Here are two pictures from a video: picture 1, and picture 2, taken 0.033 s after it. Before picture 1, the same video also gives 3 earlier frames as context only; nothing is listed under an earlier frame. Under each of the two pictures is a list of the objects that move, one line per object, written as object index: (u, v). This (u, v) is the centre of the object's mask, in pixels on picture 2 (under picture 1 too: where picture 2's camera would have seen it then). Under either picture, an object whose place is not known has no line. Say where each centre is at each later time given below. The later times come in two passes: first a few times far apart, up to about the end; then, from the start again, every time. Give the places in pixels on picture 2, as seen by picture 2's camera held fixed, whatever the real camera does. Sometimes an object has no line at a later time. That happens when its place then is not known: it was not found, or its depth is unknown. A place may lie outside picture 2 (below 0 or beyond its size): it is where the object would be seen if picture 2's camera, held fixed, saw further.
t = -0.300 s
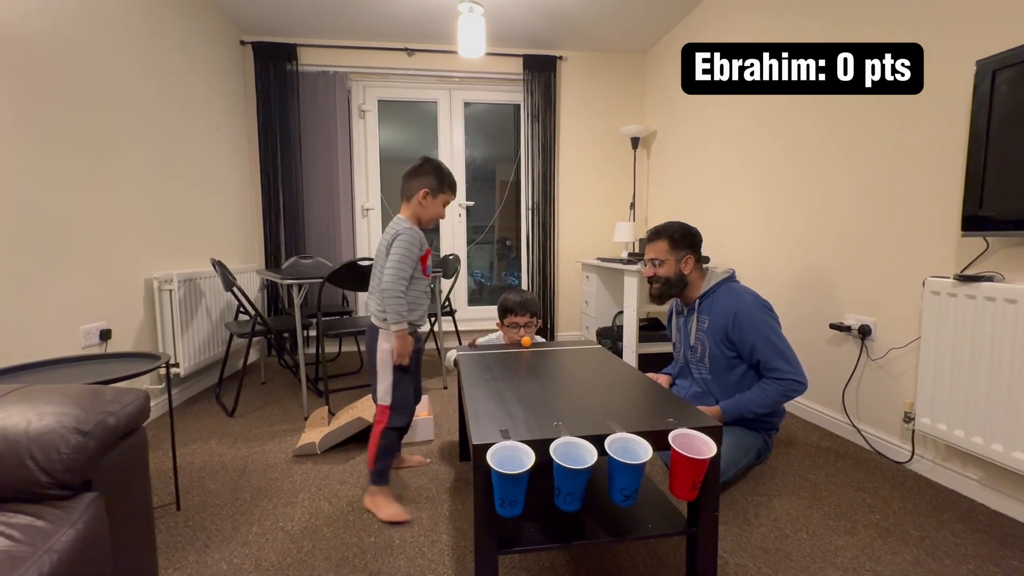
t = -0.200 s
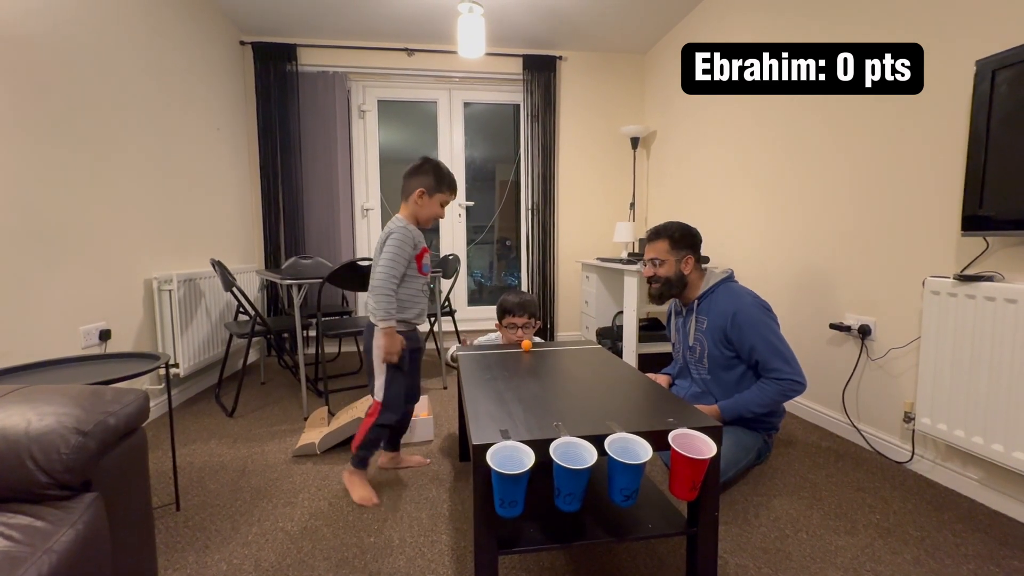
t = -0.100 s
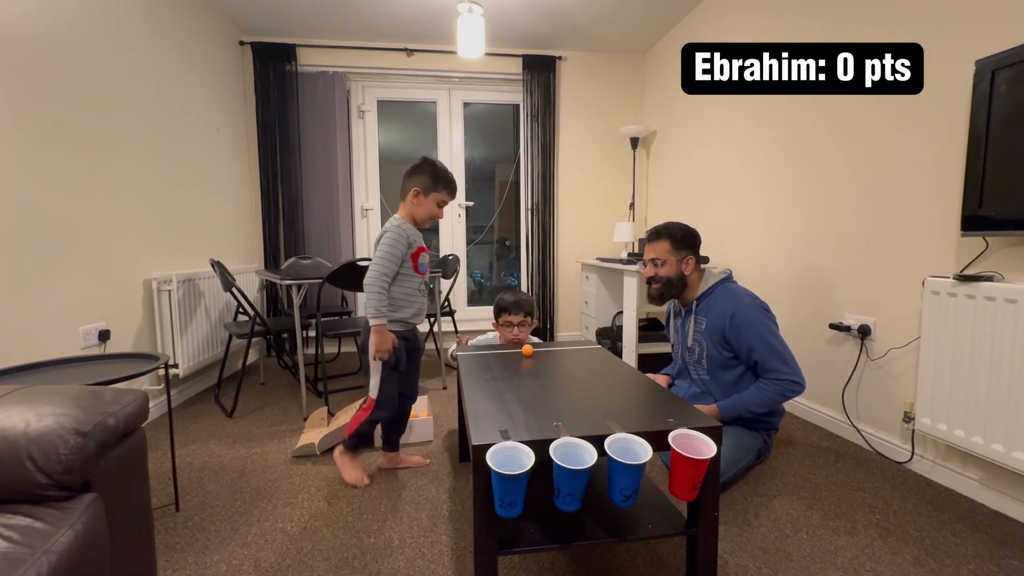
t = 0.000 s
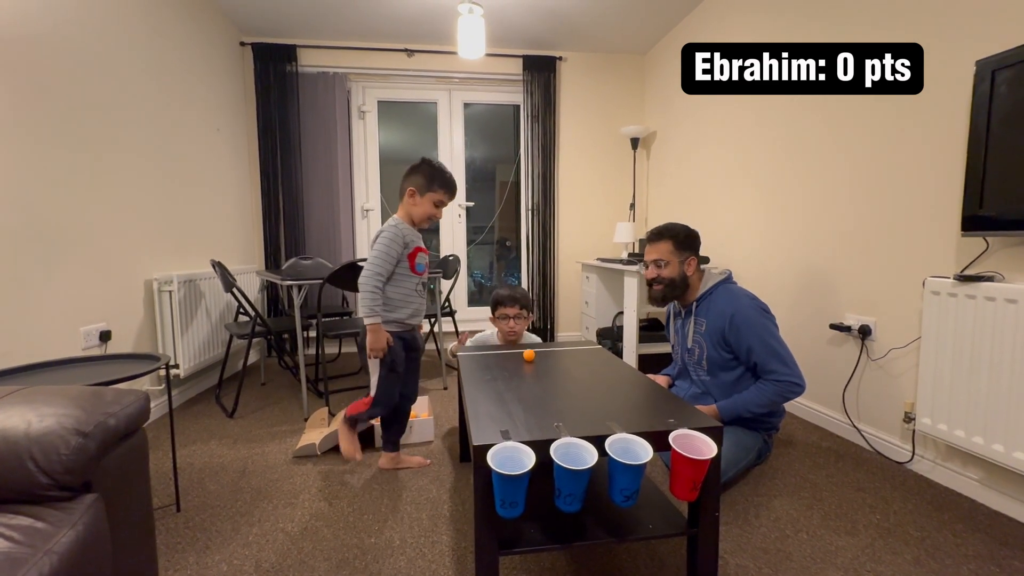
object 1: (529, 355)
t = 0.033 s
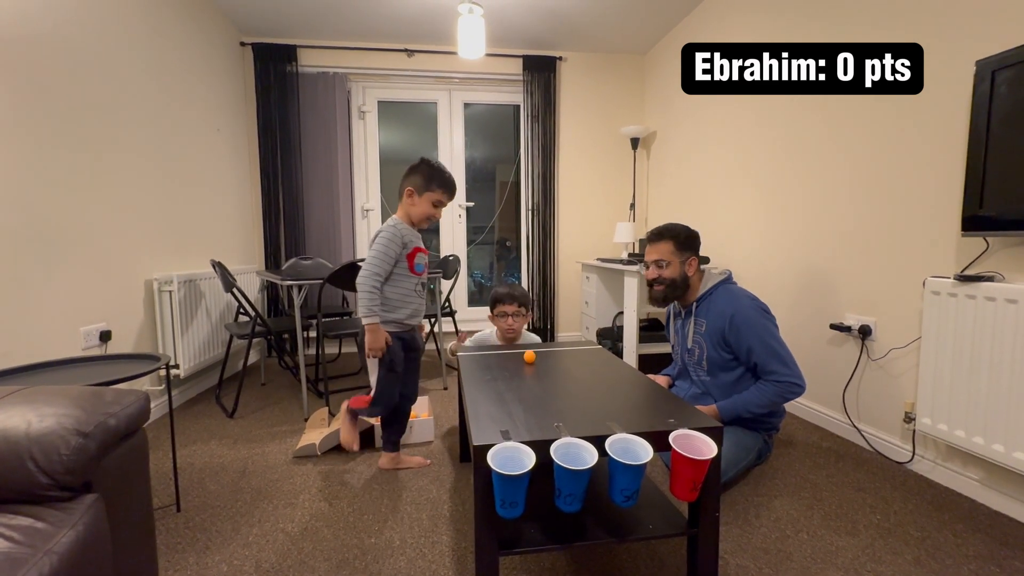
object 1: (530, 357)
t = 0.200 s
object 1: (531, 366)
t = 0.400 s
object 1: (531, 378)
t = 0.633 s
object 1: (530, 395)
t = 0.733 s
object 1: (529, 404)
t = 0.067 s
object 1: (530, 359)
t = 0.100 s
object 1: (530, 360)
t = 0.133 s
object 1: (530, 362)
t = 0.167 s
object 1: (530, 364)
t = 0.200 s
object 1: (531, 366)
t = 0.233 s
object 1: (531, 368)
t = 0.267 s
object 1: (531, 370)
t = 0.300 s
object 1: (531, 372)
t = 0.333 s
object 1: (531, 374)
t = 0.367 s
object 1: (531, 376)
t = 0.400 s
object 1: (531, 378)
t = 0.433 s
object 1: (531, 381)
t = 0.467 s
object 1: (531, 383)
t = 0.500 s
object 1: (531, 385)
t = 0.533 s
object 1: (531, 388)
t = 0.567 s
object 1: (530, 390)
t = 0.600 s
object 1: (530, 393)
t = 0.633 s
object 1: (530, 395)
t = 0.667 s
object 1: (529, 398)
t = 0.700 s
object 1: (529, 401)
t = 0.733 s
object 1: (529, 404)
